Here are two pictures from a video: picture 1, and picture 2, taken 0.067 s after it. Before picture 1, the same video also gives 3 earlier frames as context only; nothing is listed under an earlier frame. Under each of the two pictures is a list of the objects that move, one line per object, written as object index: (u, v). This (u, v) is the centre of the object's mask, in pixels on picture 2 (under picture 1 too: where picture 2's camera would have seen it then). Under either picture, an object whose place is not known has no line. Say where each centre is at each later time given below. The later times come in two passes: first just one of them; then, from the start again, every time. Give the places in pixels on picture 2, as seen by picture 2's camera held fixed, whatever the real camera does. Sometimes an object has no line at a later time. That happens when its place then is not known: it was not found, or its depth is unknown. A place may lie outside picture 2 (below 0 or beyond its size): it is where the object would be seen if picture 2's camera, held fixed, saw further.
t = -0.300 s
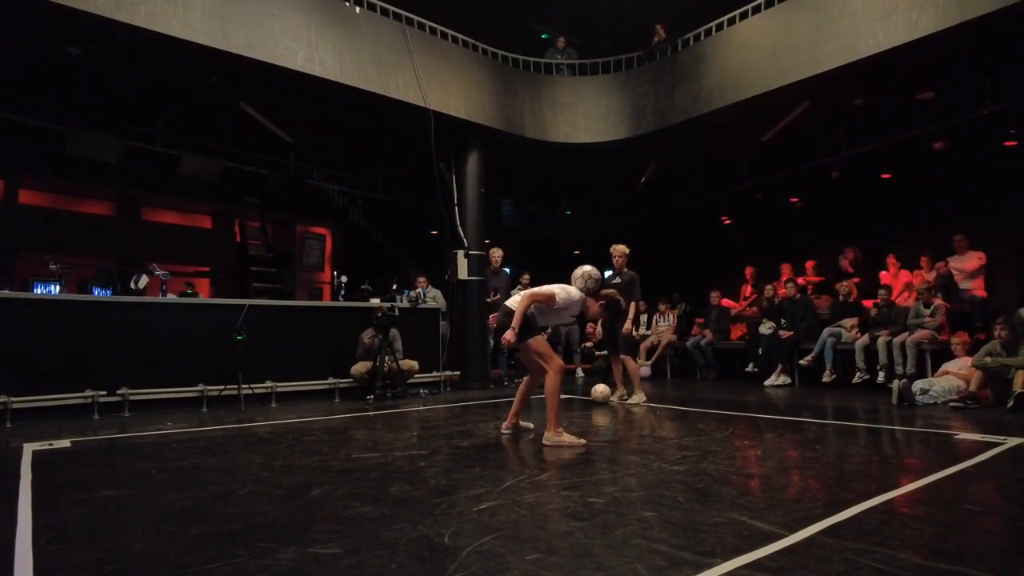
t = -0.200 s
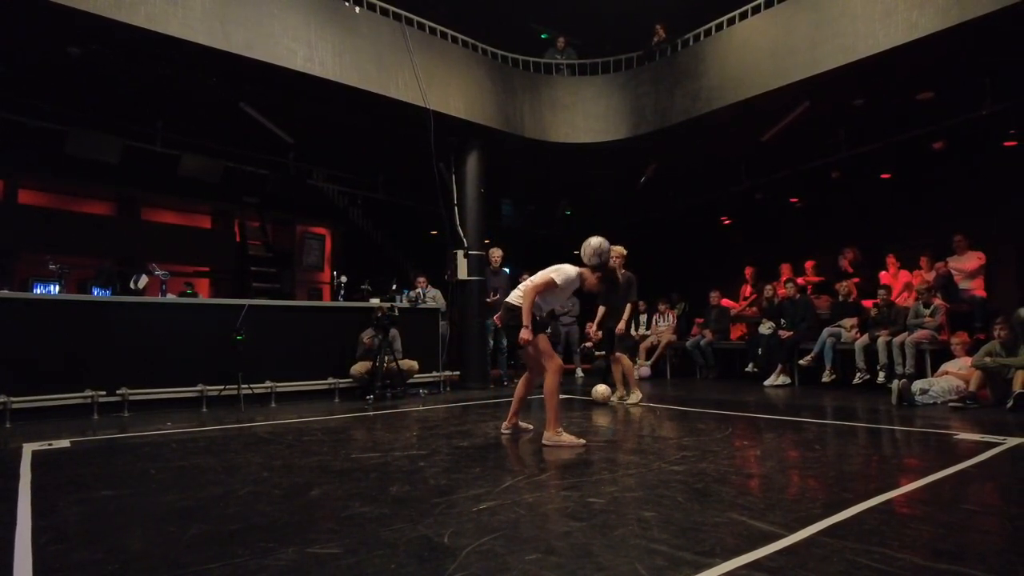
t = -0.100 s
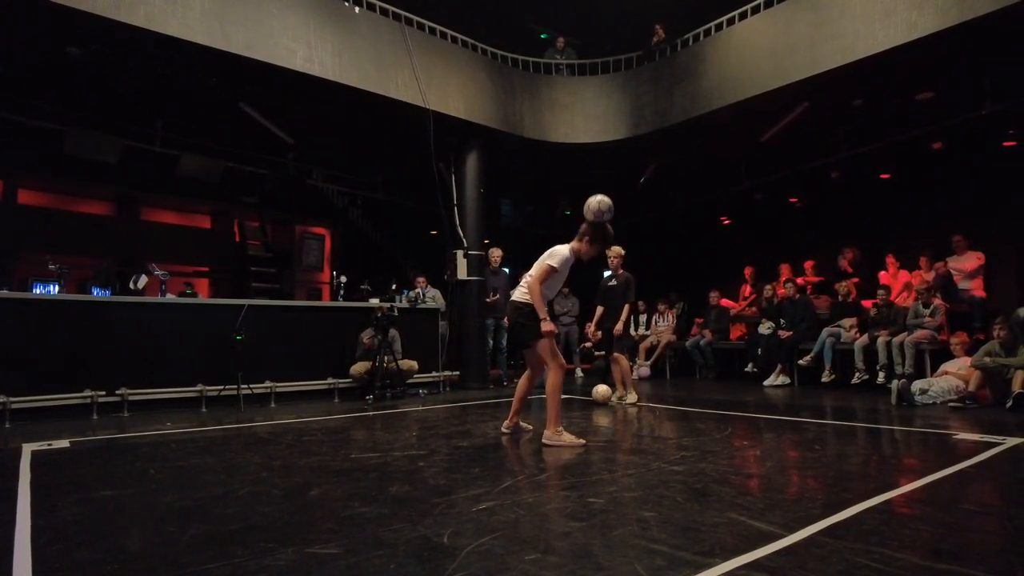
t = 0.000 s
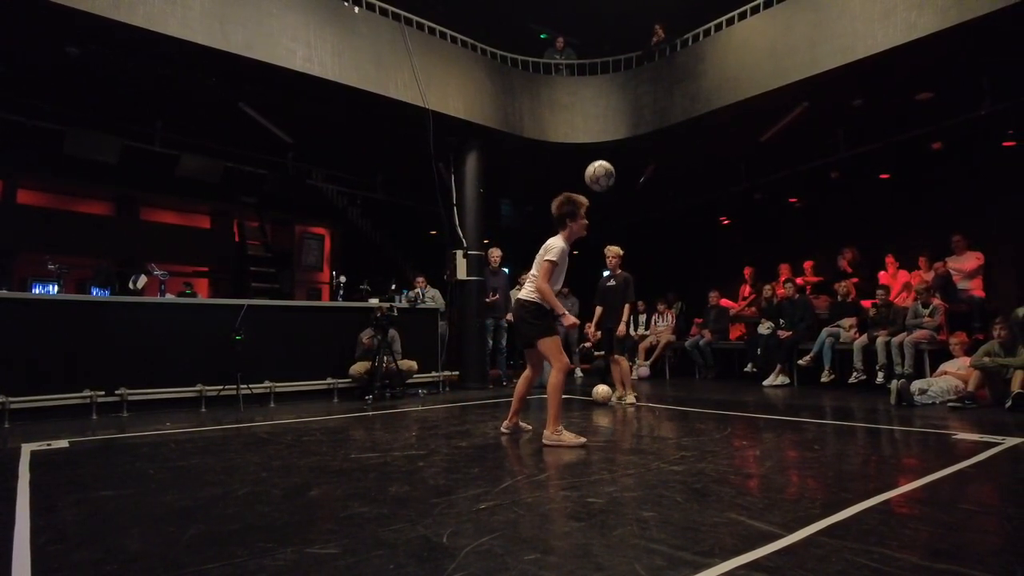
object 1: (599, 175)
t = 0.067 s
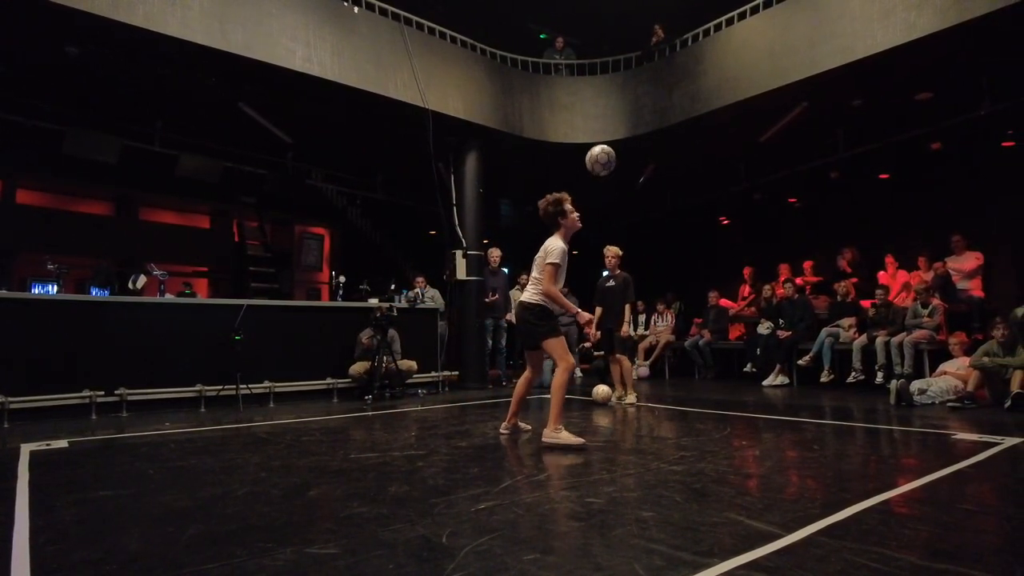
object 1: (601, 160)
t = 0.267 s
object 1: (606, 148)
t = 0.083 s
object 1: (601, 157)
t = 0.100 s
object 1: (601, 154)
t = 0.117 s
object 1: (602, 152)
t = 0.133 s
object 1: (602, 150)
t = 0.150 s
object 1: (602, 148)
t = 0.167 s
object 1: (603, 147)
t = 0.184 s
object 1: (603, 146)
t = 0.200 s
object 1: (603, 146)
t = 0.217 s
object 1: (603, 146)
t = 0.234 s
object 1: (604, 146)
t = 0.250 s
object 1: (605, 147)
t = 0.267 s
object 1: (606, 148)
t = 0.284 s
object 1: (607, 149)
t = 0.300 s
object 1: (608, 151)
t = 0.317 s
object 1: (608, 153)
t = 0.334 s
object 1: (608, 156)
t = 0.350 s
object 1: (609, 158)
